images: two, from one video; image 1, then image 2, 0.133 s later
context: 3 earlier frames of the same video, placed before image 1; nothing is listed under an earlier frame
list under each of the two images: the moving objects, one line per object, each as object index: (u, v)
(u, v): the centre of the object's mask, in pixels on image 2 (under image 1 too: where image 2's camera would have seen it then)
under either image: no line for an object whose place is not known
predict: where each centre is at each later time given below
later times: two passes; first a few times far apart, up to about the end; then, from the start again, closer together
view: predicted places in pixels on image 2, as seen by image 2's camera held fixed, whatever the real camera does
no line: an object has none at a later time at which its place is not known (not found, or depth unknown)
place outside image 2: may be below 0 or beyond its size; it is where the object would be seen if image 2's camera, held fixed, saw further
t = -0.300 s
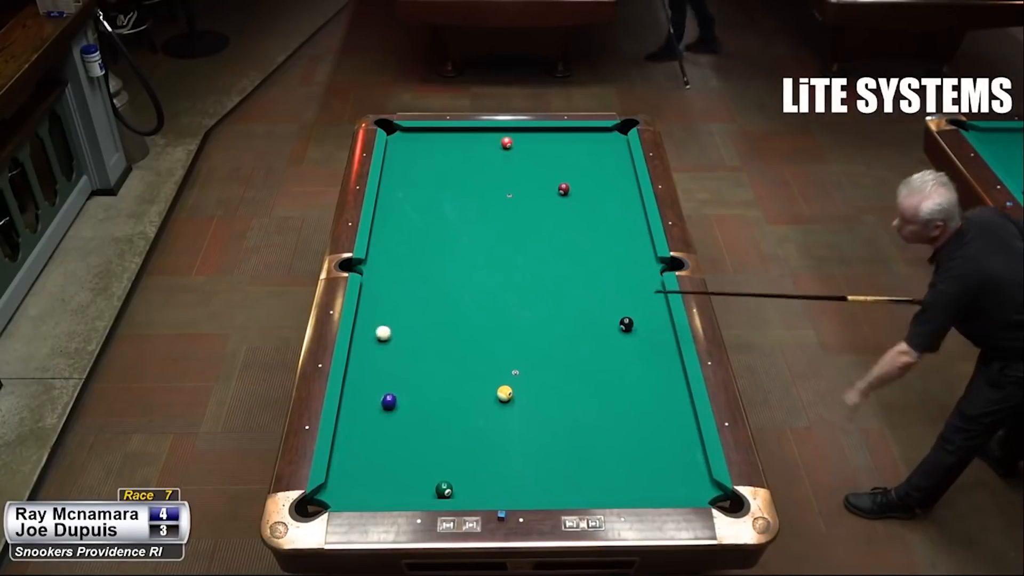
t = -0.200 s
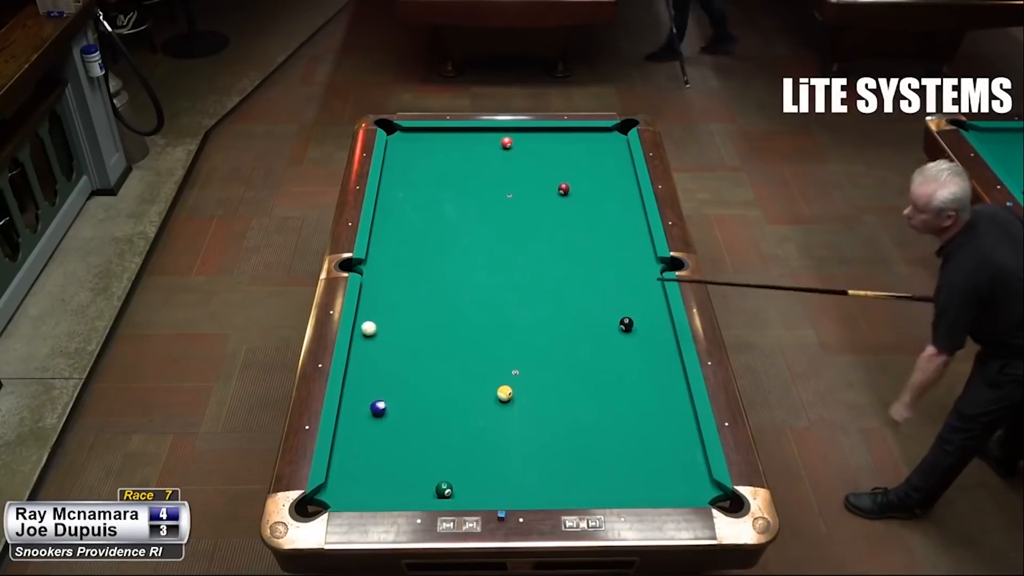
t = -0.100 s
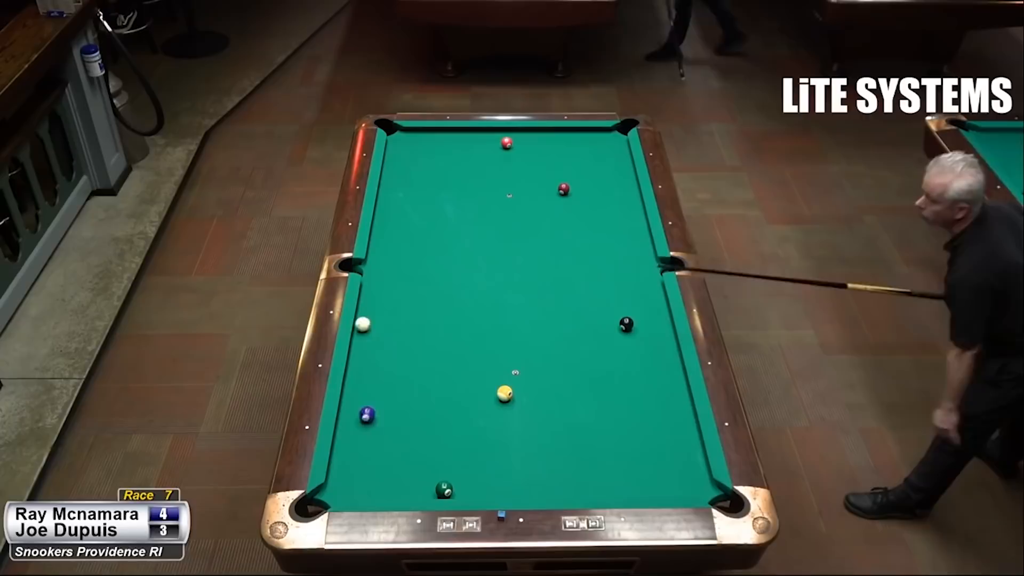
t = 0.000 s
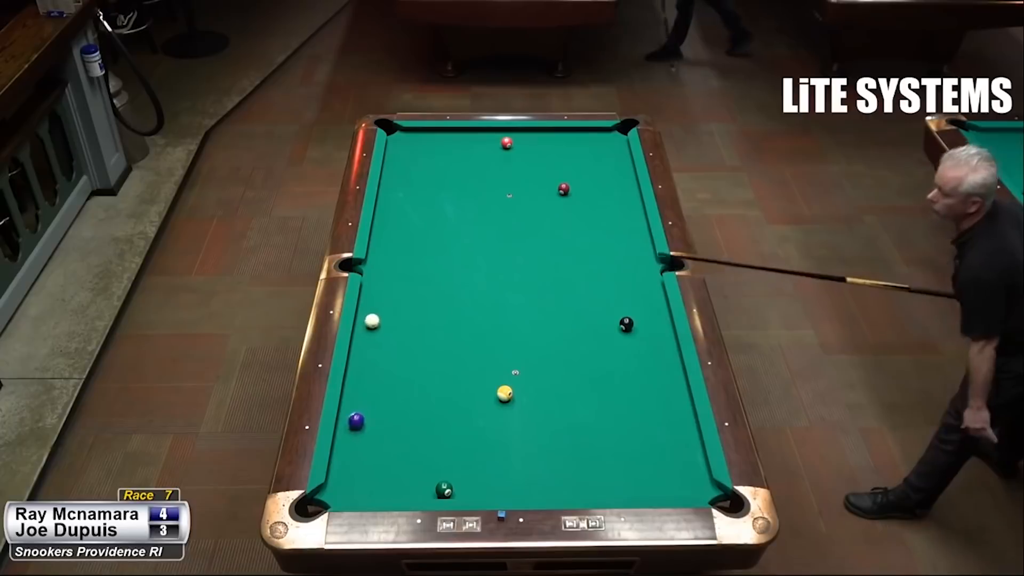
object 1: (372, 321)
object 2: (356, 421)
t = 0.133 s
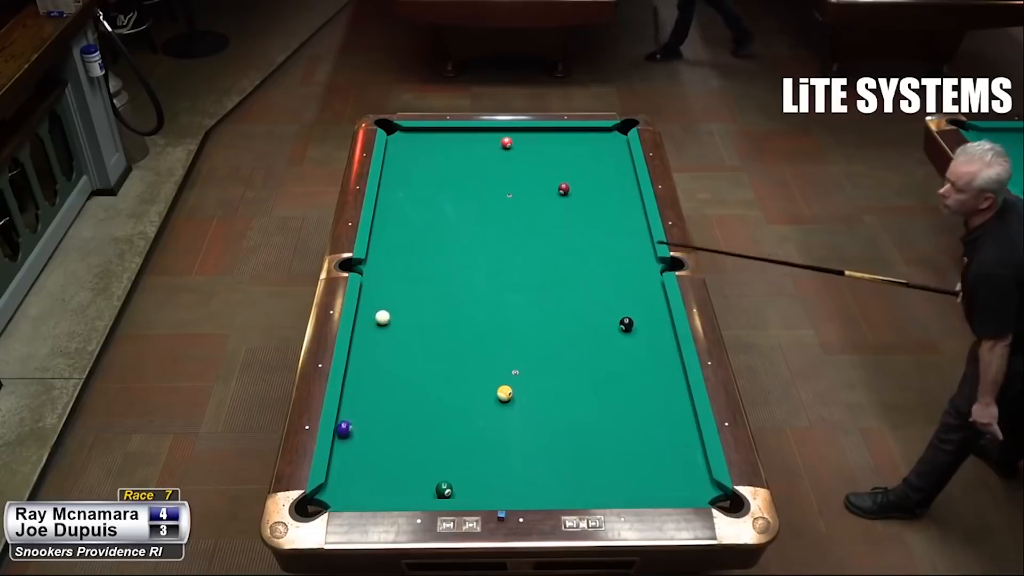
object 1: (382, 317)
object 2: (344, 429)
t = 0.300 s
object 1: (398, 312)
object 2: (350, 436)
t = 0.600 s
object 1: (422, 304)
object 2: (365, 446)
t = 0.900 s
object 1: (444, 297)
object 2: (378, 455)
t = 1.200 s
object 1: (463, 289)
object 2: (390, 462)
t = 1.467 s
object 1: (479, 284)
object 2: (400, 468)
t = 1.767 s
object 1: (495, 278)
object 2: (409, 474)
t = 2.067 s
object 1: (509, 273)
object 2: (417, 478)
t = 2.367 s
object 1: (522, 269)
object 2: (422, 482)
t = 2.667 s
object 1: (534, 265)
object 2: (427, 484)
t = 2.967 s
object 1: (544, 262)
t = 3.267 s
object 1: (552, 260)
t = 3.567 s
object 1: (559, 258)
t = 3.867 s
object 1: (565, 256)
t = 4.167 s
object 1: (569, 255)
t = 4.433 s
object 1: (571, 254)
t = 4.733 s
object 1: (572, 254)
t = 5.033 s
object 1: (572, 254)
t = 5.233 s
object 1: (572, 254)
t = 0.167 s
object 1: (387, 316)
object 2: (344, 432)
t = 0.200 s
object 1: (390, 315)
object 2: (345, 432)
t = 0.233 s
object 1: (391, 315)
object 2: (346, 433)
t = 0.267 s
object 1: (395, 313)
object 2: (348, 435)
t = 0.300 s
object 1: (398, 312)
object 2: (350, 436)
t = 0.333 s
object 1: (399, 312)
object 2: (351, 436)
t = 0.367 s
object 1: (404, 310)
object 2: (354, 438)
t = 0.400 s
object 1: (406, 309)
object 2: (355, 439)
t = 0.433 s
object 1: (408, 309)
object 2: (356, 440)
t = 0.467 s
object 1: (412, 307)
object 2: (358, 442)
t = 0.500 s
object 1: (414, 306)
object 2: (360, 443)
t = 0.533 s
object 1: (416, 306)
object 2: (361, 444)
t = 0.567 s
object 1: (420, 305)
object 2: (363, 445)
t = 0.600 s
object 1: (422, 304)
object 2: (365, 446)
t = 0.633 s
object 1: (423, 303)
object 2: (365, 447)
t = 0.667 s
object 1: (427, 302)
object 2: (368, 448)
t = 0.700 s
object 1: (430, 301)
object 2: (369, 449)
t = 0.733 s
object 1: (431, 301)
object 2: (370, 450)
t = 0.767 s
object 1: (434, 300)
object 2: (372, 451)
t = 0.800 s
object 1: (437, 299)
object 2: (374, 452)
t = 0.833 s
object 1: (438, 298)
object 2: (374, 452)
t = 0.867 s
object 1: (441, 297)
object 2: (377, 454)
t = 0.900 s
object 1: (444, 297)
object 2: (378, 455)
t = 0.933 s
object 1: (445, 296)
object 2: (379, 455)
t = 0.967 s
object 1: (448, 295)
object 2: (381, 457)
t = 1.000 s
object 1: (450, 294)
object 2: (383, 457)
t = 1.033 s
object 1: (452, 294)
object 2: (383, 458)
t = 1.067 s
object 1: (455, 292)
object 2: (385, 459)
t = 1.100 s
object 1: (457, 292)
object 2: (386, 460)
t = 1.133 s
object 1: (458, 291)
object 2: (387, 461)
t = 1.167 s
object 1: (461, 290)
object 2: (389, 462)
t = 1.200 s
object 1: (463, 289)
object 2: (390, 462)
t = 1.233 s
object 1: (464, 289)
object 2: (391, 463)
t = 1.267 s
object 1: (467, 288)
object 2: (393, 464)
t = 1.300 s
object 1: (469, 287)
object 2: (394, 465)
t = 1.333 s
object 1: (470, 287)
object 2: (394, 465)
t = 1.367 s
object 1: (473, 286)
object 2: (396, 466)
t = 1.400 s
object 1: (475, 285)
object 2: (397, 467)
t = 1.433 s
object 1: (476, 285)
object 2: (398, 467)
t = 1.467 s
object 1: (479, 284)
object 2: (400, 468)
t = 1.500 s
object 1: (481, 283)
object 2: (401, 469)
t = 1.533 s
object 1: (482, 283)
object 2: (401, 469)
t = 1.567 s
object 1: (484, 282)
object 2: (403, 470)
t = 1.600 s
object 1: (487, 281)
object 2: (404, 470)
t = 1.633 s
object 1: (488, 281)
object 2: (405, 471)
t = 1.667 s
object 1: (490, 280)
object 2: (406, 472)
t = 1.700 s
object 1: (492, 279)
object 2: (407, 472)
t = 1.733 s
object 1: (493, 279)
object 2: (408, 473)
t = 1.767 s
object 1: (495, 278)
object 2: (409, 474)
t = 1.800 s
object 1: (497, 278)
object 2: (410, 474)
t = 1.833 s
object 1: (498, 278)
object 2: (410, 474)
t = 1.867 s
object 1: (500, 277)
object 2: (412, 475)
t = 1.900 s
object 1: (502, 276)
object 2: (413, 476)
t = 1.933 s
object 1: (503, 276)
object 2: (413, 476)
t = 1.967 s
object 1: (505, 275)
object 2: (414, 477)
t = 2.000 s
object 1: (506, 274)
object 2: (415, 477)
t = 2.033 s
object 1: (507, 274)
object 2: (415, 477)
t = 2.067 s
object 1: (509, 273)
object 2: (417, 478)
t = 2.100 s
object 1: (511, 273)
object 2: (417, 479)
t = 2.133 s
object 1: (512, 273)
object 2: (418, 479)
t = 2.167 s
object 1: (514, 272)
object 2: (419, 480)
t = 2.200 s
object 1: (515, 271)
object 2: (419, 480)
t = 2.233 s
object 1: (516, 271)
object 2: (420, 480)
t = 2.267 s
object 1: (518, 270)
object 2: (420, 481)
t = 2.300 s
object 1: (520, 270)
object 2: (421, 481)
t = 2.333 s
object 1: (520, 270)
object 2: (422, 481)
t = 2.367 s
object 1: (522, 269)
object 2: (422, 482)
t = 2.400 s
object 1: (524, 269)
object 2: (423, 482)
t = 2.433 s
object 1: (525, 268)
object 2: (423, 482)
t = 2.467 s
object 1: (526, 268)
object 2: (424, 482)
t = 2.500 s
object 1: (528, 267)
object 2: (425, 483)
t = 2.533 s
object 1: (528, 267)
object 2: (425, 483)
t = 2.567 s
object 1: (530, 266)
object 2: (426, 483)
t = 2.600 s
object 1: (531, 266)
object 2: (426, 484)
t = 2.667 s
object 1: (534, 265)
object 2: (427, 484)
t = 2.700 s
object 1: (535, 265)
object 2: (427, 484)
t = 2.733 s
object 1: (535, 265)
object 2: (427, 484)
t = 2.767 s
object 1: (537, 264)
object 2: (428, 484)
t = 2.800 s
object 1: (538, 264)
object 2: (428, 484)
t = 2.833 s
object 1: (539, 264)
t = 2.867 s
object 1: (540, 263)
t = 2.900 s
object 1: (542, 263)
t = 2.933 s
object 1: (542, 263)
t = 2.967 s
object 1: (544, 262)
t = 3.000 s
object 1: (545, 262)
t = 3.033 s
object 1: (545, 262)
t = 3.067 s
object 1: (547, 261)
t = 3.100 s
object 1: (548, 261)
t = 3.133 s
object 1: (548, 261)
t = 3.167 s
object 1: (549, 260)
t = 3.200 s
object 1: (550, 260)
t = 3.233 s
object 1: (551, 260)
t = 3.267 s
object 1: (552, 260)
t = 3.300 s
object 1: (553, 259)
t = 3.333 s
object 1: (553, 260)
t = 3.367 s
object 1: (554, 259)
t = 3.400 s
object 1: (555, 259)
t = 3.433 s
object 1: (556, 259)
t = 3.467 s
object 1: (557, 258)
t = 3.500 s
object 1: (558, 258)
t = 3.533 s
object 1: (558, 258)
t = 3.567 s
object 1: (559, 258)
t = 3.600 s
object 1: (560, 257)
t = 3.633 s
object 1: (560, 258)
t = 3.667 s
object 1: (561, 257)
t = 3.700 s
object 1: (562, 257)
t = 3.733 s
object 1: (562, 257)
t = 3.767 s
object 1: (563, 256)
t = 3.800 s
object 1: (564, 256)
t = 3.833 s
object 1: (564, 256)
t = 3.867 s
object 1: (565, 256)
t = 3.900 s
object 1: (565, 256)
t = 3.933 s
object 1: (565, 256)
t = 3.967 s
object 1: (566, 256)
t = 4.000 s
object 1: (567, 255)
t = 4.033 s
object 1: (567, 255)
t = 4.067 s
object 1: (567, 255)
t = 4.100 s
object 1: (568, 255)
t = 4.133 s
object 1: (568, 255)
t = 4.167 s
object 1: (569, 255)
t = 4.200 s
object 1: (569, 255)
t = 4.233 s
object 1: (569, 255)
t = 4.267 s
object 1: (569, 255)
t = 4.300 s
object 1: (570, 255)
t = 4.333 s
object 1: (570, 255)
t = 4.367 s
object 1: (570, 254)
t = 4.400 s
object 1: (571, 254)
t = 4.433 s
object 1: (571, 254)
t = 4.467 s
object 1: (571, 254)
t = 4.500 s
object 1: (571, 254)
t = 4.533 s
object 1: (572, 254)
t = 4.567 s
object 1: (572, 254)
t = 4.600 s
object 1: (572, 254)
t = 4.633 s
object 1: (572, 254)
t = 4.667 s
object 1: (572, 254)
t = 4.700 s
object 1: (572, 254)
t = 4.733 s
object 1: (572, 254)
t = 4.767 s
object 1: (573, 254)
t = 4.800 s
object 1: (572, 254)
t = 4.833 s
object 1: (573, 254)
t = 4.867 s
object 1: (573, 254)
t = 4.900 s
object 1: (573, 254)
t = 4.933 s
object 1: (572, 254)
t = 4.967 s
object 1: (572, 254)
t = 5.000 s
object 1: (573, 254)
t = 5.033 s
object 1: (572, 254)
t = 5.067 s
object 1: (572, 254)
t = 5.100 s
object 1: (572, 254)
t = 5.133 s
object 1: (573, 254)
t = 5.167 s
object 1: (572, 254)
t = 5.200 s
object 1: (572, 254)
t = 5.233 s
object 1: (572, 254)
